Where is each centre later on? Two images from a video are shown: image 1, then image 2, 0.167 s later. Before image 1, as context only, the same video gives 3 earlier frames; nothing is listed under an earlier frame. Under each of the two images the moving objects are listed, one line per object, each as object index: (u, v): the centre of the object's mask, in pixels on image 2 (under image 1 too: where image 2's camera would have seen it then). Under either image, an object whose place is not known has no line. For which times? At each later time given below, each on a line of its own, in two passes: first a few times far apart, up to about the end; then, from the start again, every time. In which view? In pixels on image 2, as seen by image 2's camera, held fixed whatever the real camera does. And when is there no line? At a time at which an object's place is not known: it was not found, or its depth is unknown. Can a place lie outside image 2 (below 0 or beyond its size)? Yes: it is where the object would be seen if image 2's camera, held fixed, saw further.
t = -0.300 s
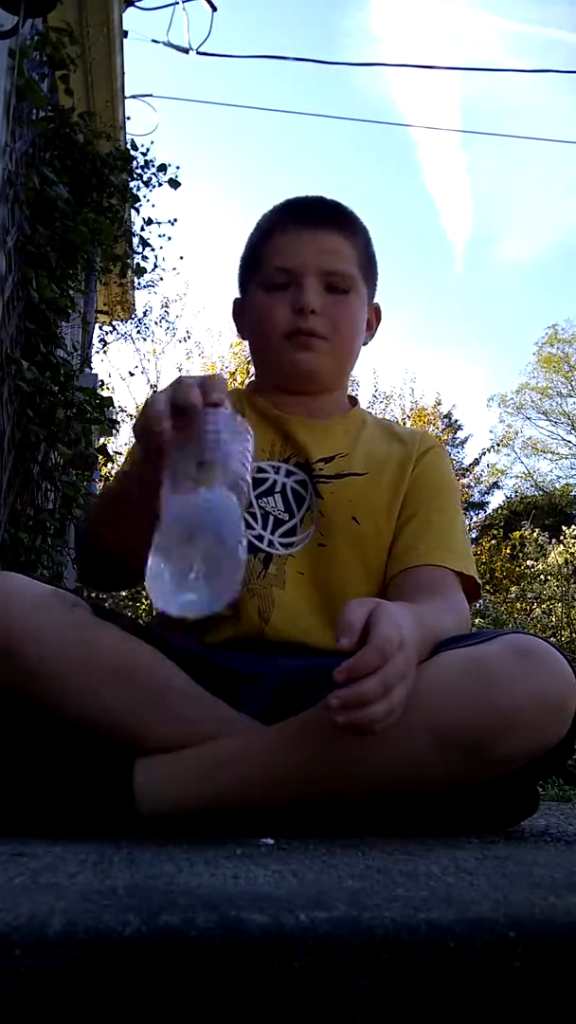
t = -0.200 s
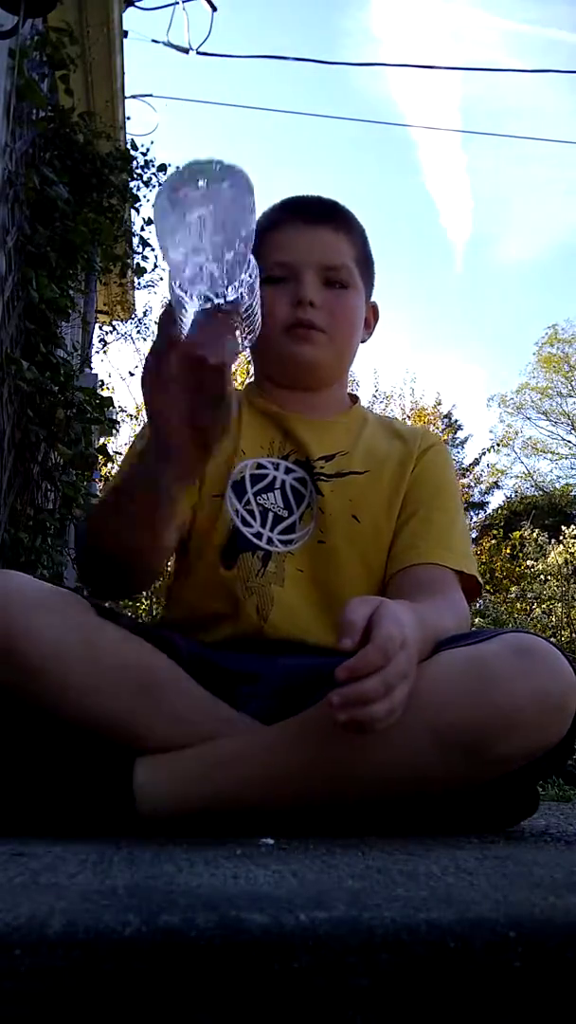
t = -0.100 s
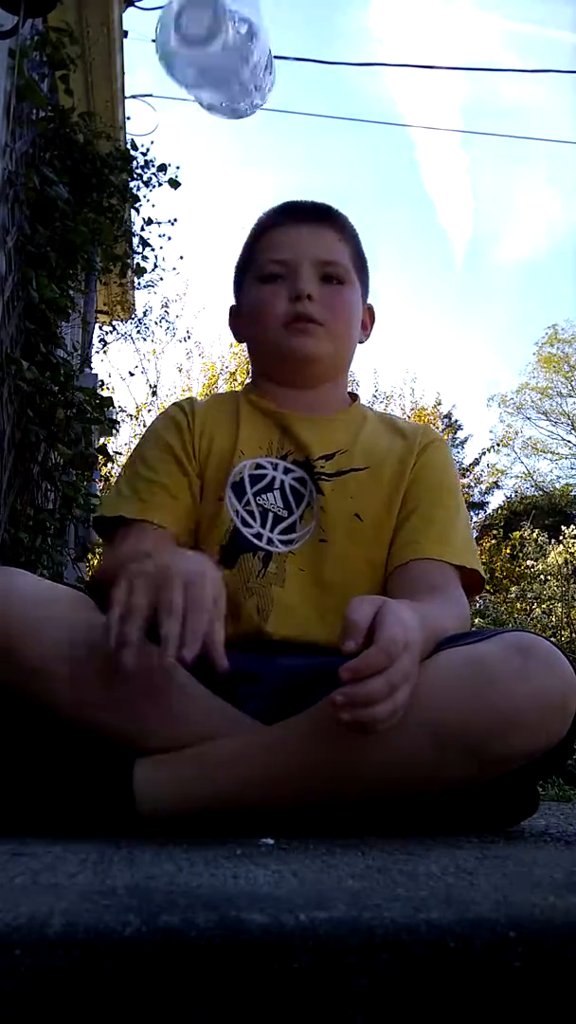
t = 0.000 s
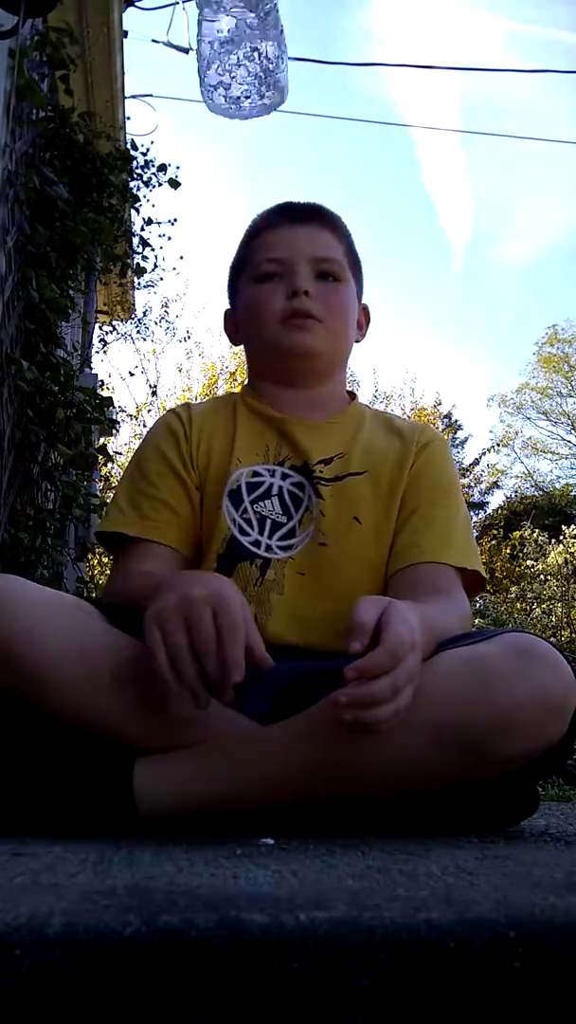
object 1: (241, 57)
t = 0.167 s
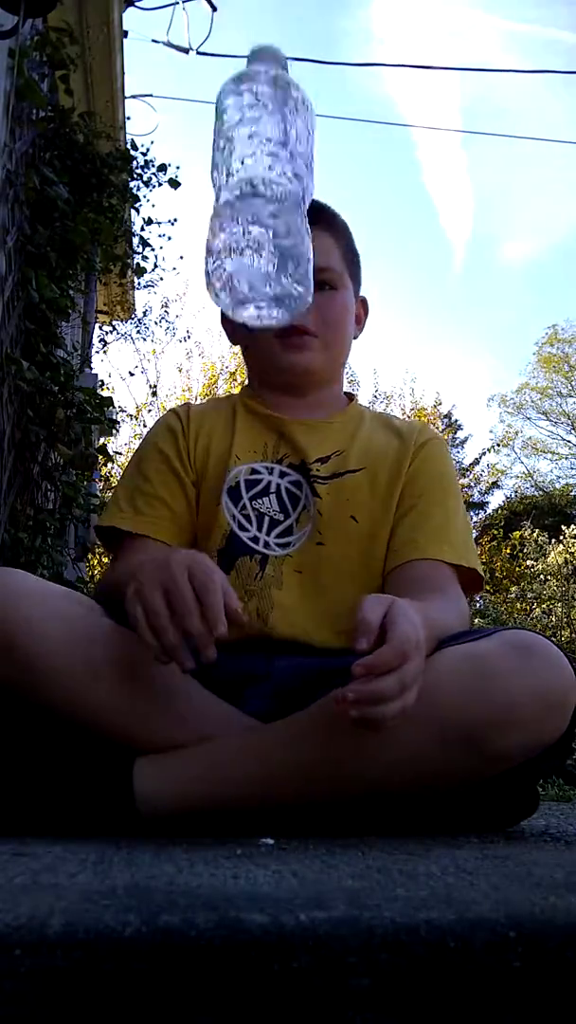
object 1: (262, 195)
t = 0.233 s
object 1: (272, 427)
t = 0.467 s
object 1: (318, 771)
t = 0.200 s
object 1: (267, 298)
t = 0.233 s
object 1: (272, 427)
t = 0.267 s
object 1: (278, 577)
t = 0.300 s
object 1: (287, 767)
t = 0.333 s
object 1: (294, 797)
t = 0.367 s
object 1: (302, 766)
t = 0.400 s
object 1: (306, 751)
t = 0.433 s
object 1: (310, 756)
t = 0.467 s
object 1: (318, 771)
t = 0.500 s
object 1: (331, 803)
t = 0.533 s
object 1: (337, 811)
